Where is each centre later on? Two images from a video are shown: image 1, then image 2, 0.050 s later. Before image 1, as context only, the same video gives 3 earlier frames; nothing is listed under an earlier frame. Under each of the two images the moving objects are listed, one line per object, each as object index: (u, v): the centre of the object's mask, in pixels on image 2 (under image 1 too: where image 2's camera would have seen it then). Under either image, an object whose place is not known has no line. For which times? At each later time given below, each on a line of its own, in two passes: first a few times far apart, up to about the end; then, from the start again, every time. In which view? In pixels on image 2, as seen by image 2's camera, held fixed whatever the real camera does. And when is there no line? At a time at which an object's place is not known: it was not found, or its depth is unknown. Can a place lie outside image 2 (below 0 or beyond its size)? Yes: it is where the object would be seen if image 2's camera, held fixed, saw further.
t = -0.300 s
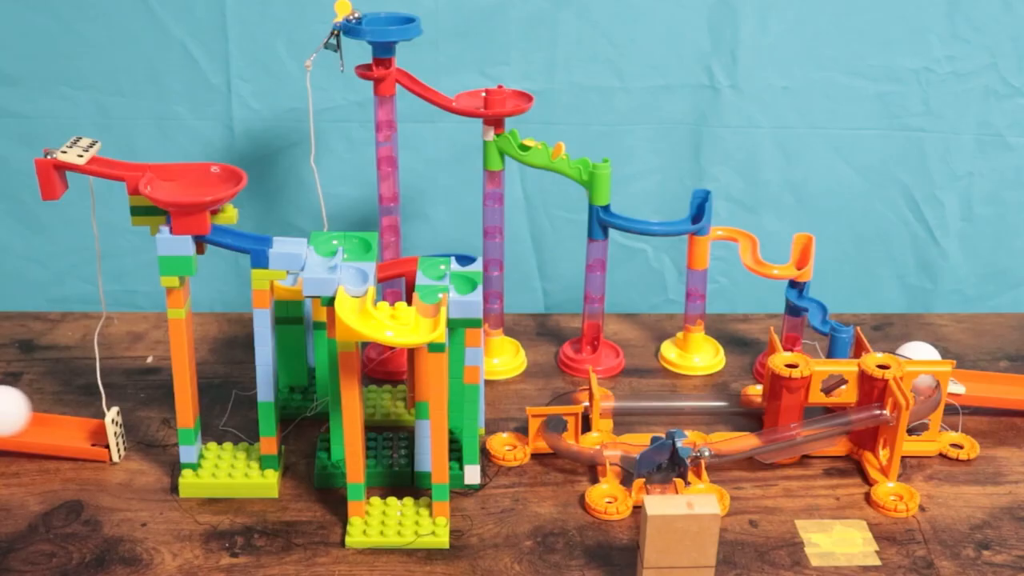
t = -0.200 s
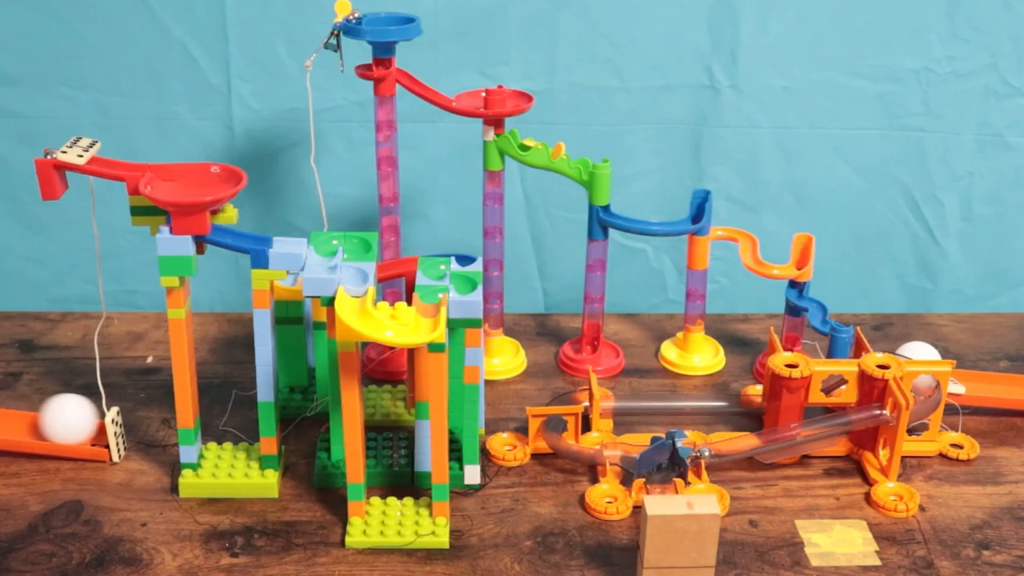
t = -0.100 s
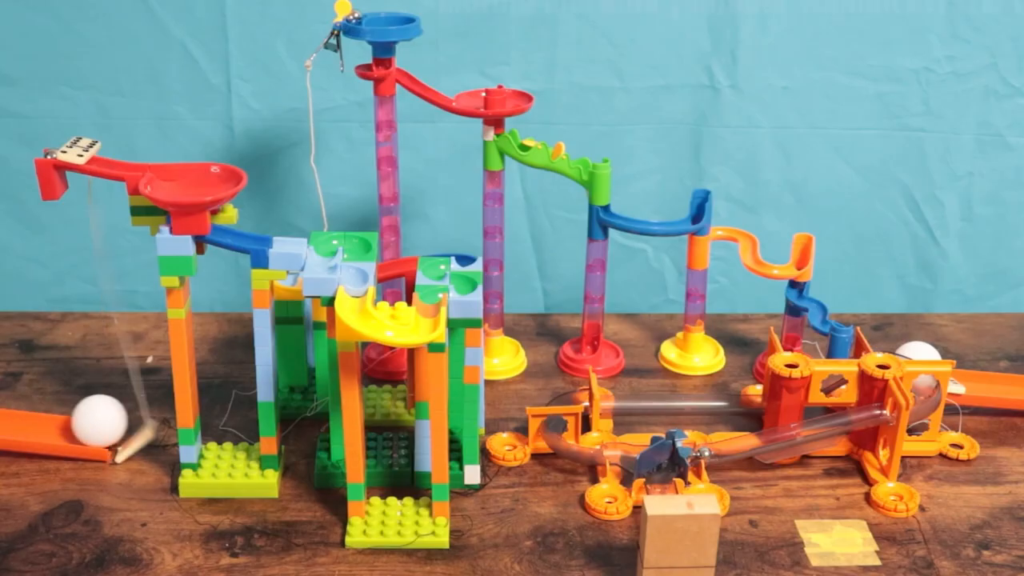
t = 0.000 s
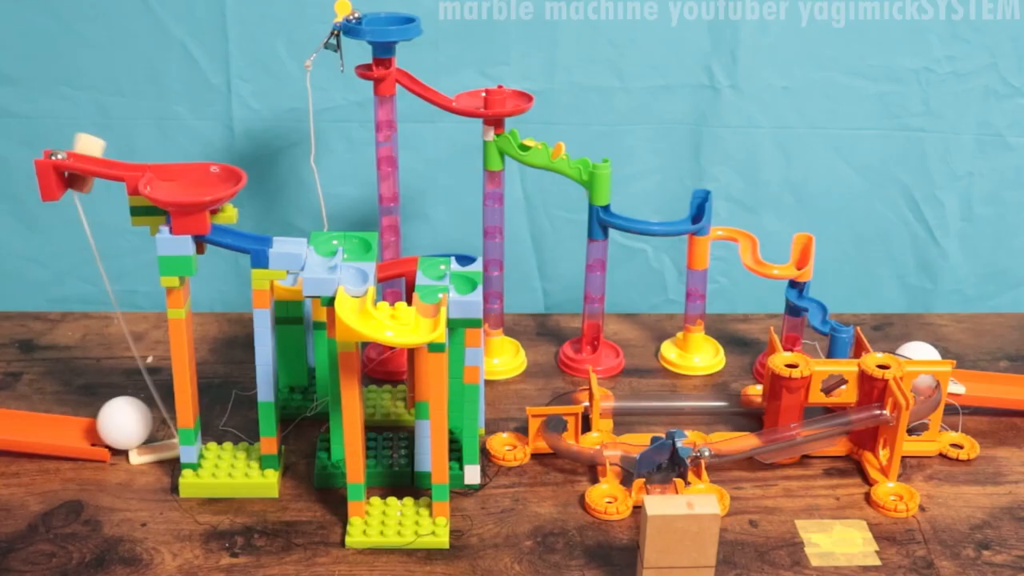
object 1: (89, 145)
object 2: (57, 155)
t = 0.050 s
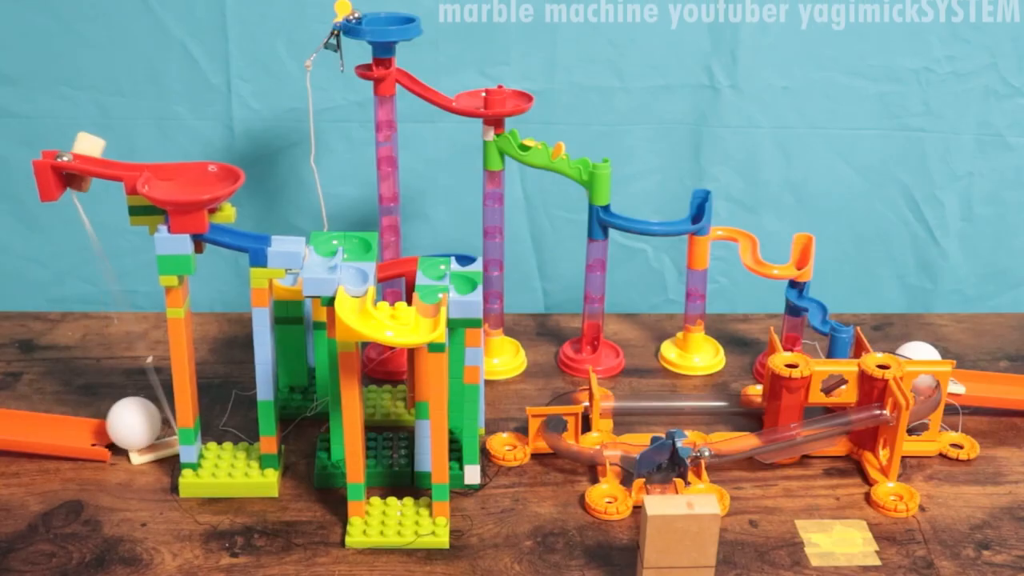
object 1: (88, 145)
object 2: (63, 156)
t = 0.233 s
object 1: (84, 144)
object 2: (123, 167)
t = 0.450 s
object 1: (86, 144)
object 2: (219, 185)
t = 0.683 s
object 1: (86, 144)
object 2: (169, 189)
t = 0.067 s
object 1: (84, 144)
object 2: (67, 157)
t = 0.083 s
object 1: (81, 144)
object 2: (70, 157)
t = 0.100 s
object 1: (80, 144)
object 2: (74, 158)
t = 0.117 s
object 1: (80, 144)
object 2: (78, 158)
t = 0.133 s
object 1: (81, 144)
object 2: (83, 159)
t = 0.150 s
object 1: (84, 144)
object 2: (88, 160)
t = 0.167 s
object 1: (85, 144)
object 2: (94, 162)
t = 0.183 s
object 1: (85, 144)
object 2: (101, 163)
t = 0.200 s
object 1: (84, 144)
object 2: (108, 164)
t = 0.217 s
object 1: (84, 144)
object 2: (115, 166)
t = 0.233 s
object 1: (84, 144)
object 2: (123, 167)
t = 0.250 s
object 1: (84, 144)
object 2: (131, 168)
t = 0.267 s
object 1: (85, 144)
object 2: (139, 168)
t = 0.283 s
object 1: (86, 144)
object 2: (147, 168)
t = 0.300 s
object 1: (86, 144)
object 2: (157, 170)
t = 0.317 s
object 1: (86, 144)
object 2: (164, 170)
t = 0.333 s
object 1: (86, 144)
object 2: (172, 171)
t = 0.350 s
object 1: (86, 144)
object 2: (180, 172)
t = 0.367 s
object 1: (86, 144)
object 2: (187, 173)
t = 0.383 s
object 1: (86, 144)
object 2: (195, 173)
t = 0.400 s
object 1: (86, 144)
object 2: (202, 177)
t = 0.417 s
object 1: (86, 144)
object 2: (209, 179)
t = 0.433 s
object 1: (86, 144)
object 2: (215, 183)
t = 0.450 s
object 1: (86, 144)
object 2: (219, 185)
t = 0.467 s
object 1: (86, 144)
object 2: (221, 185)
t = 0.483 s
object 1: (87, 144)
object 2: (222, 187)
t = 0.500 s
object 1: (87, 144)
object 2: (222, 188)
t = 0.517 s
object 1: (87, 144)
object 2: (219, 189)
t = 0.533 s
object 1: (87, 143)
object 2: (216, 190)
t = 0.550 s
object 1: (87, 144)
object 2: (211, 191)
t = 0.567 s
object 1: (86, 144)
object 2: (205, 192)
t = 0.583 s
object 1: (86, 144)
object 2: (198, 193)
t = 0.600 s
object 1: (87, 144)
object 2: (192, 195)
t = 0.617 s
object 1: (86, 144)
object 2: (186, 194)
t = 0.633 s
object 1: (86, 144)
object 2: (181, 193)
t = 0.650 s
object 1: (86, 144)
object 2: (175, 191)
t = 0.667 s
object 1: (86, 144)
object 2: (172, 190)
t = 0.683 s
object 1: (86, 144)
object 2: (169, 189)
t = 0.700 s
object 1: (86, 144)
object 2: (167, 188)
